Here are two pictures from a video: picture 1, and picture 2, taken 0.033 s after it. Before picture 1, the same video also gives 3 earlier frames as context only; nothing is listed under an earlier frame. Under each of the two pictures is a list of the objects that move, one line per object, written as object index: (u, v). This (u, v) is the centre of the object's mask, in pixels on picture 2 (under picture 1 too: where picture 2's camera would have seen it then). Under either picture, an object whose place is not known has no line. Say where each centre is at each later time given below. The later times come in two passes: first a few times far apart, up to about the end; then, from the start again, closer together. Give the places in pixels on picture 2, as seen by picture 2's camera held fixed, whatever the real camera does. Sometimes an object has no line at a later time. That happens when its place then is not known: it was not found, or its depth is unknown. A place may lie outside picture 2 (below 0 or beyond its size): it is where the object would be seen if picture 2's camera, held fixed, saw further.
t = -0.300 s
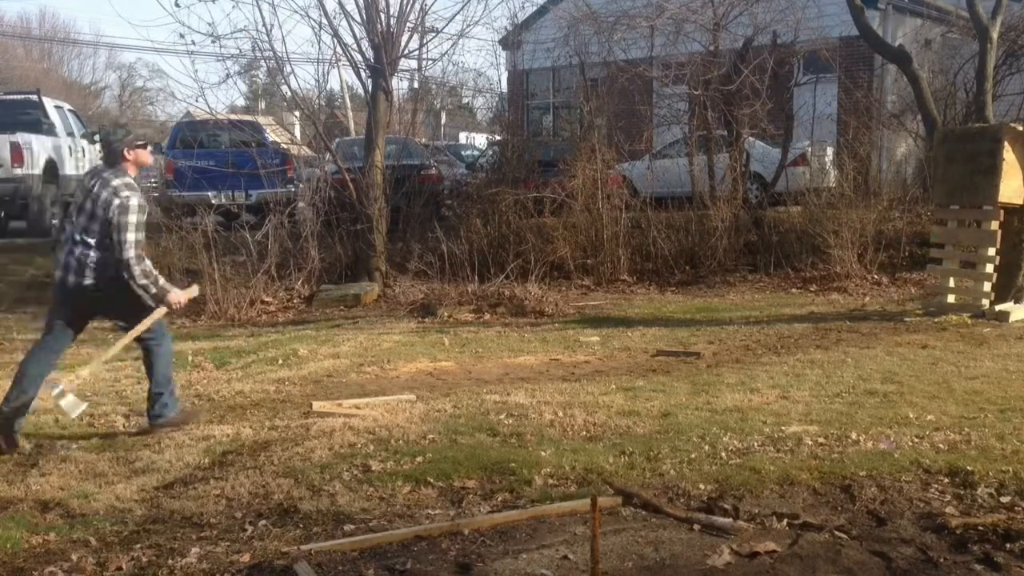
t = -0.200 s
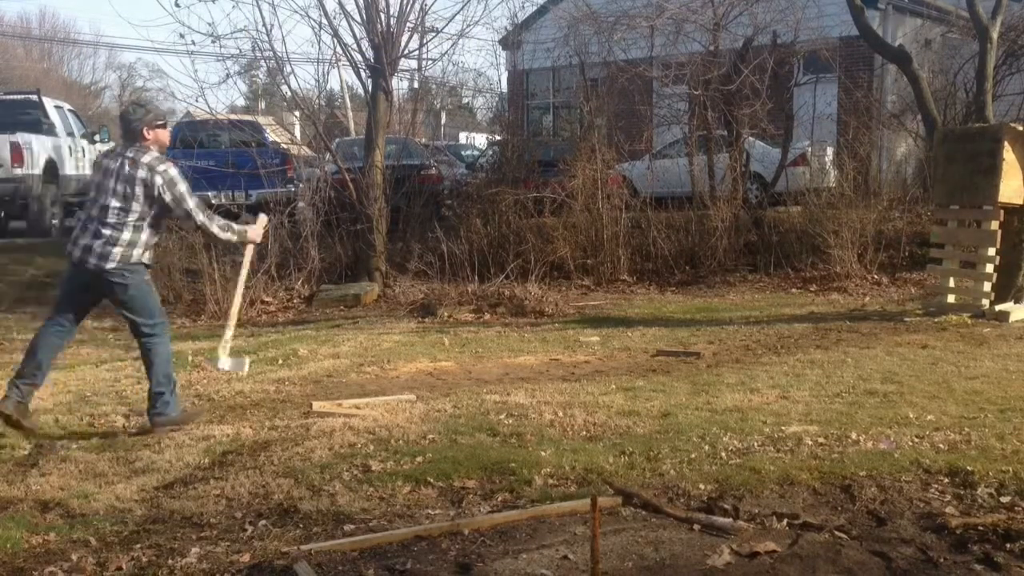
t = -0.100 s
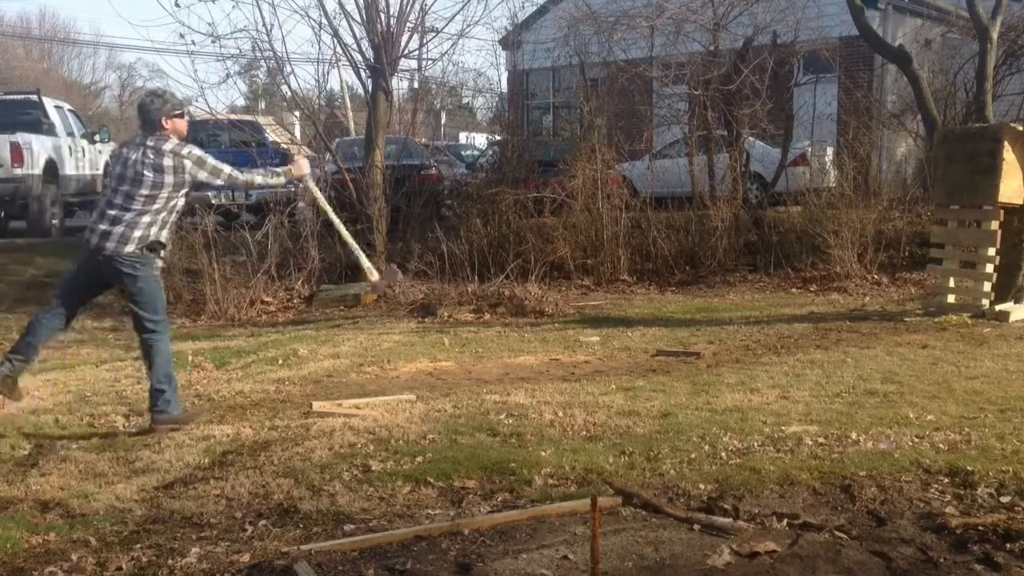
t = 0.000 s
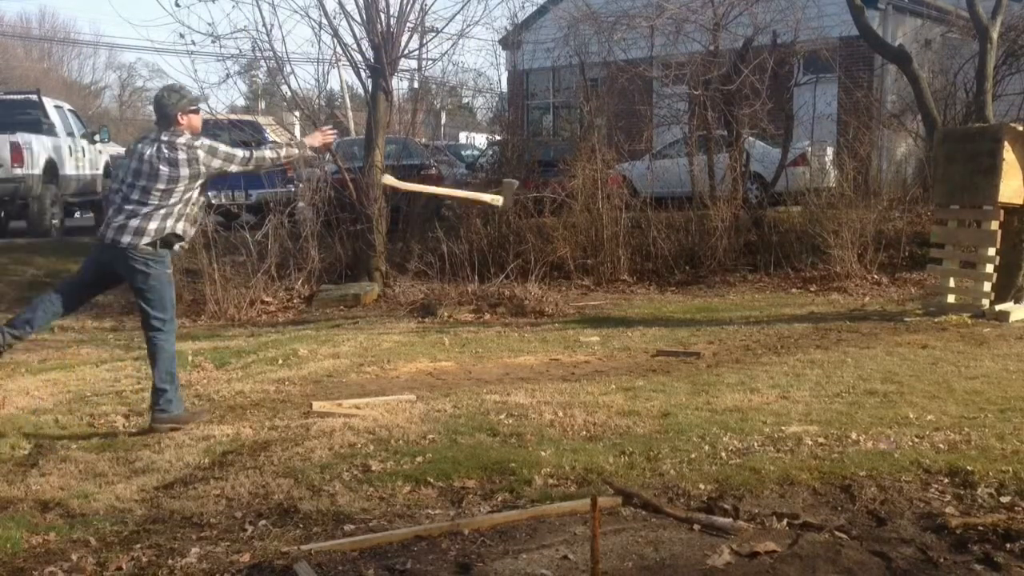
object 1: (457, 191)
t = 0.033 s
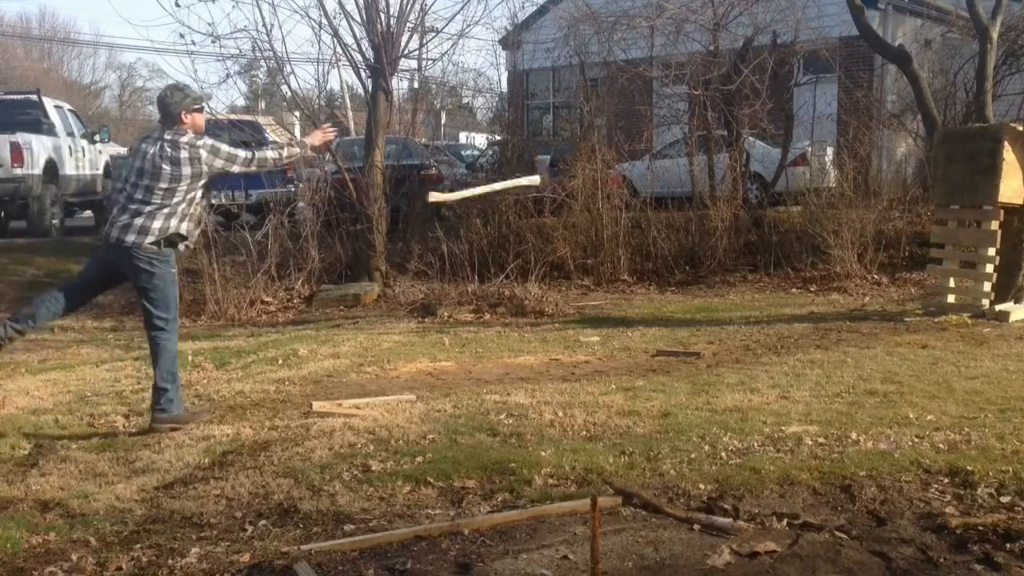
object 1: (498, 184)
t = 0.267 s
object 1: (769, 136)
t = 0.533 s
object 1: (972, 109)
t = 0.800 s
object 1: (982, 118)
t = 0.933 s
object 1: (982, 112)
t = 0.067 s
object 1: (539, 179)
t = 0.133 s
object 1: (623, 167)
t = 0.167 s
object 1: (663, 161)
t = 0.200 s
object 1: (700, 155)
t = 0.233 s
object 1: (737, 145)
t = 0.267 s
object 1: (769, 136)
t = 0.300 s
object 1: (803, 130)
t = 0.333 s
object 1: (836, 126)
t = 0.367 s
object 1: (856, 120)
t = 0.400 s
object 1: (890, 113)
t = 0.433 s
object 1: (903, 117)
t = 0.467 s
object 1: (931, 116)
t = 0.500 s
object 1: (952, 117)
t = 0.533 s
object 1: (972, 109)
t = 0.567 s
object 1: (983, 114)
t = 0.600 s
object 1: (981, 120)
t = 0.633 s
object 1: (982, 115)
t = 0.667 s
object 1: (982, 113)
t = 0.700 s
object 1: (982, 113)
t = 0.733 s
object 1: (982, 113)
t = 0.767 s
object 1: (982, 112)
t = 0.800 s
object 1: (982, 118)
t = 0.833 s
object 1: (982, 112)
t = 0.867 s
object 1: (982, 112)
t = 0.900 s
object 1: (982, 112)
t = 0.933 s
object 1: (982, 112)
